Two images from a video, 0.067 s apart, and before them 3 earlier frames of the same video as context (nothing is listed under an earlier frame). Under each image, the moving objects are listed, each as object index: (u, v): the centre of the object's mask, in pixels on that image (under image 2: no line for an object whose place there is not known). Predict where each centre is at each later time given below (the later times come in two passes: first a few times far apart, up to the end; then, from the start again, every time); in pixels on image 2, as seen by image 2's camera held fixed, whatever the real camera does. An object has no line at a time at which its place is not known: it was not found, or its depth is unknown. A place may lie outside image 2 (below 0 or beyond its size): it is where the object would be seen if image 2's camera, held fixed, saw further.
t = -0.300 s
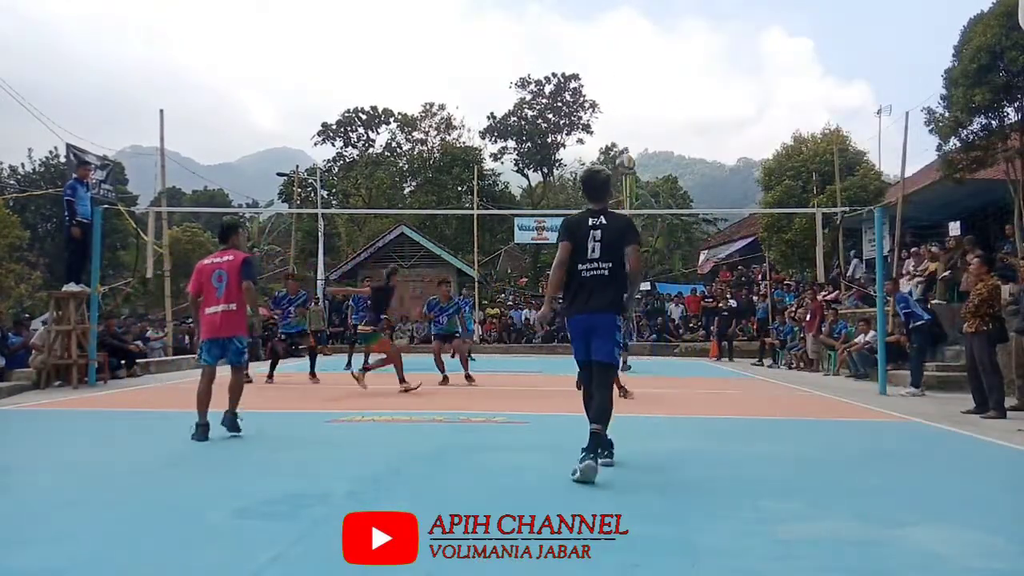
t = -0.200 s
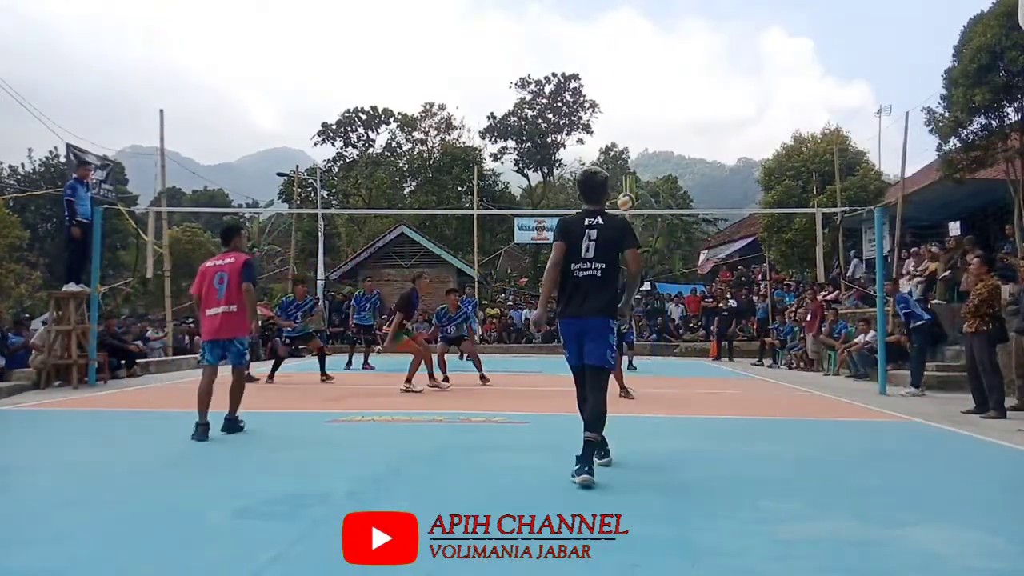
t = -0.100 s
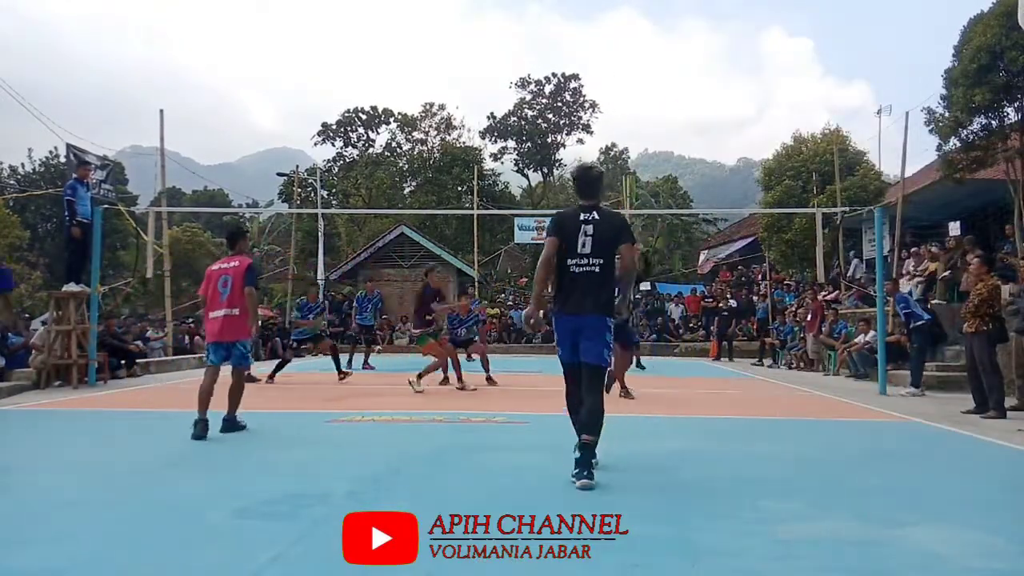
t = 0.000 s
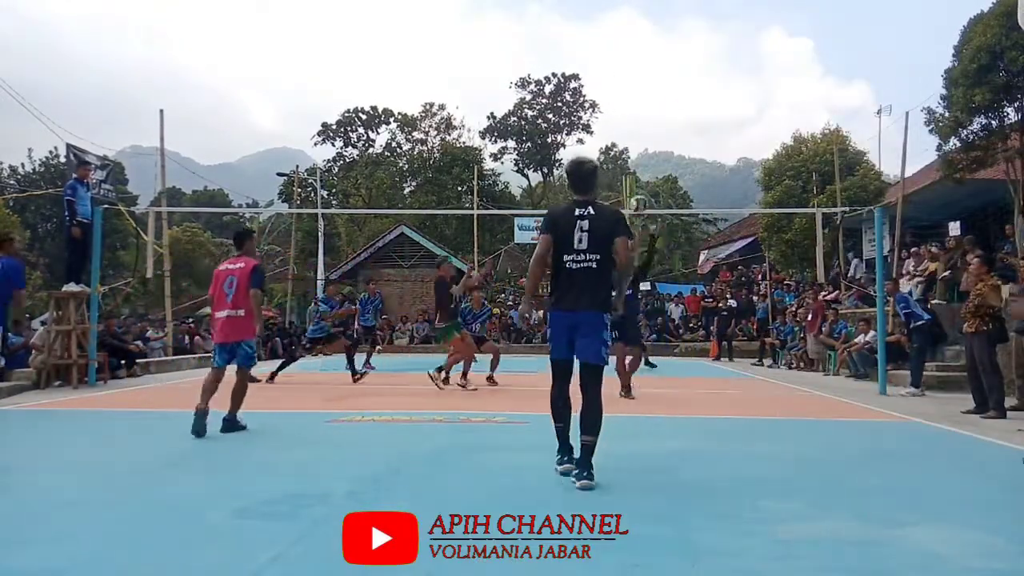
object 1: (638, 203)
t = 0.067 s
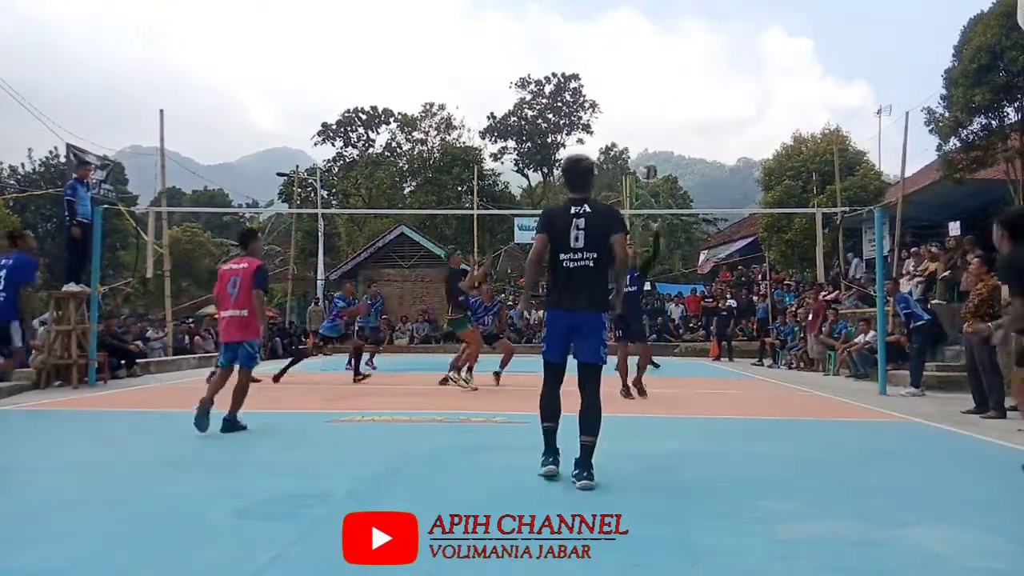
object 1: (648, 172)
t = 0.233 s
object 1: (674, 104)
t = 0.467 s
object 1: (709, 49)
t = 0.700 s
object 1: (747, 39)
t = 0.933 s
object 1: (785, 76)
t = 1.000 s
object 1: (796, 96)
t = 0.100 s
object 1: (654, 156)
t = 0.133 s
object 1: (658, 142)
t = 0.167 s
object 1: (663, 128)
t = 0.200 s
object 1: (668, 116)
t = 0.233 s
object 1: (674, 104)
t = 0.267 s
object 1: (679, 94)
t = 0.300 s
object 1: (684, 84)
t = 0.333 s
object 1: (689, 75)
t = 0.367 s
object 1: (694, 67)
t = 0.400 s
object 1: (699, 60)
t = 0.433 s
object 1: (704, 54)
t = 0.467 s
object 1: (709, 49)
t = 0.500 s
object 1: (715, 45)
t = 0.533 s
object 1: (720, 42)
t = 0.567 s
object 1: (725, 39)
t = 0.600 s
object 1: (731, 38)
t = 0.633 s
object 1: (736, 37)
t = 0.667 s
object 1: (742, 37)
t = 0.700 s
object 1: (747, 39)
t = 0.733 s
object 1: (752, 41)
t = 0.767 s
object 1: (758, 45)
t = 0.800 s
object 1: (763, 49)
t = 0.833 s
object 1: (769, 54)
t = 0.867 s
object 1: (774, 61)
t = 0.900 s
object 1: (780, 68)
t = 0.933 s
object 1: (785, 76)
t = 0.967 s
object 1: (791, 86)
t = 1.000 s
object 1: (796, 96)
